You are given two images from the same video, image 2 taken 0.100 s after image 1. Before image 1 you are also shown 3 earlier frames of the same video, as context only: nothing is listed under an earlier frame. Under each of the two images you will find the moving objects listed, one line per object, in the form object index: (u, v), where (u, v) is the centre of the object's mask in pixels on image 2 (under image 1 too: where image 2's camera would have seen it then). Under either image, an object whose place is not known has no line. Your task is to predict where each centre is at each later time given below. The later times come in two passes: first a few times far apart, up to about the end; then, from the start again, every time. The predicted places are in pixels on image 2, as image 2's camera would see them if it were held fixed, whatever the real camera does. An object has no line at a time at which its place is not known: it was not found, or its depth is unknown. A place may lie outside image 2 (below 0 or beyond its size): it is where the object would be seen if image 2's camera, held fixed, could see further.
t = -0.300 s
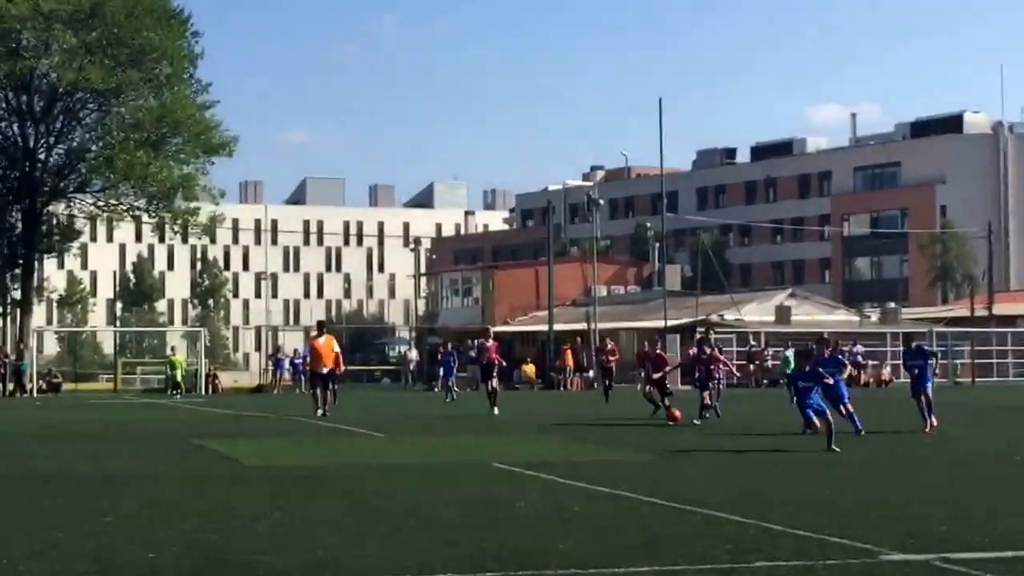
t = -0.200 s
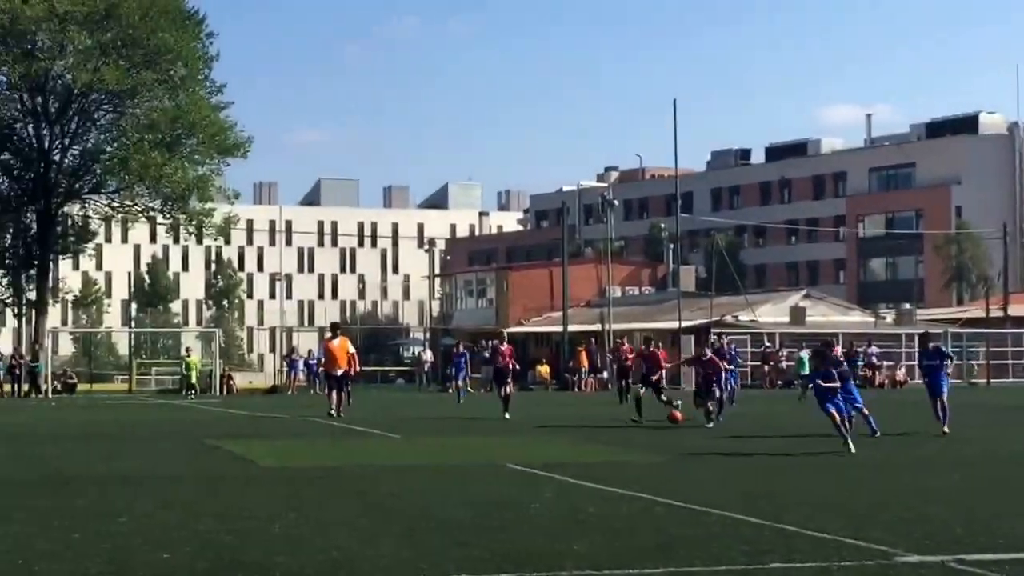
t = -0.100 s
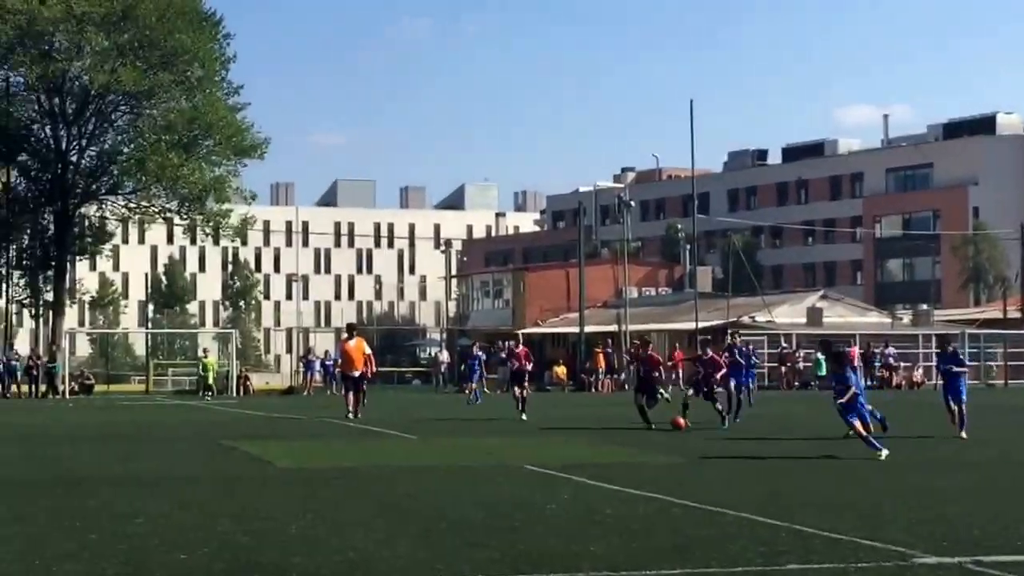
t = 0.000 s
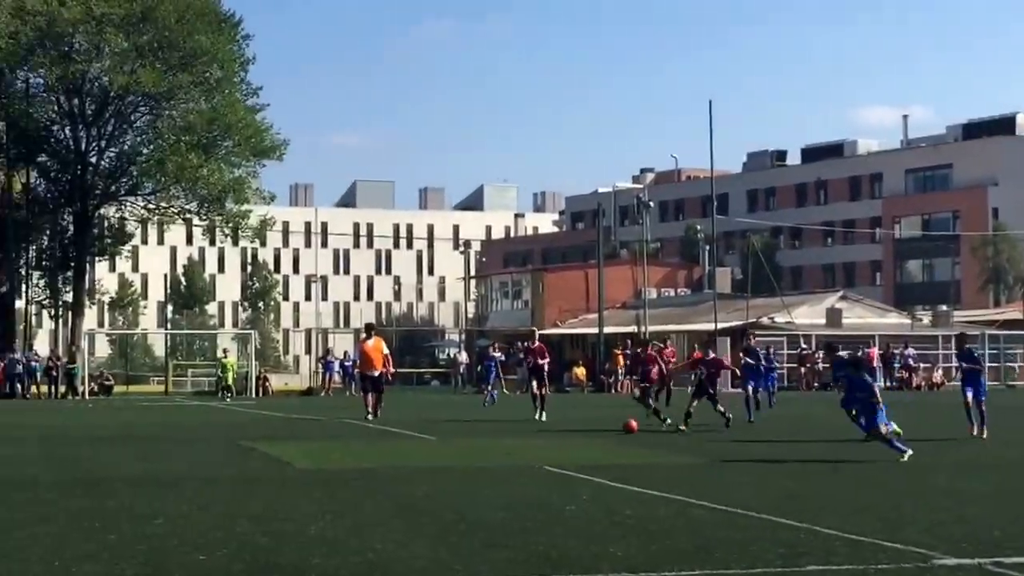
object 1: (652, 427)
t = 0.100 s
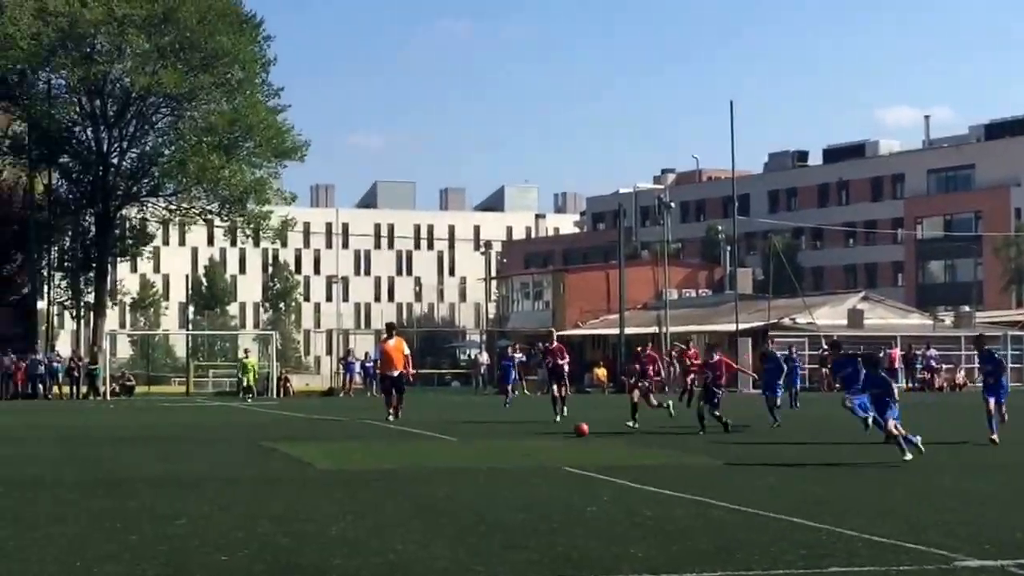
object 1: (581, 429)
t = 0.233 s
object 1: (491, 431)
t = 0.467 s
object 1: (340, 437)
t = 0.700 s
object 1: (204, 441)
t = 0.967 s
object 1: (66, 445)
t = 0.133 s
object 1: (558, 430)
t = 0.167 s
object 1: (536, 430)
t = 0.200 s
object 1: (513, 431)
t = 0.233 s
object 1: (491, 431)
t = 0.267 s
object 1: (469, 432)
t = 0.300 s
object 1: (447, 432)
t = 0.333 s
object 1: (425, 433)
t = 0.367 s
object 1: (404, 434)
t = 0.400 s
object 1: (383, 435)
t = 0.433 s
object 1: (361, 436)
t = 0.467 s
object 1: (340, 437)
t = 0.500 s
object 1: (320, 437)
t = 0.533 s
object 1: (300, 438)
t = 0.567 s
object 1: (281, 437)
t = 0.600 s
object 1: (262, 437)
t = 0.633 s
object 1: (243, 438)
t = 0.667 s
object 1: (224, 439)
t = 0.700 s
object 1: (204, 441)
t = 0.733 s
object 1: (187, 441)
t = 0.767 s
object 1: (170, 441)
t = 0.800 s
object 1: (151, 442)
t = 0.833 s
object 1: (134, 443)
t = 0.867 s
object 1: (118, 443)
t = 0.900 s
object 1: (100, 443)
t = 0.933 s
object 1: (83, 443)
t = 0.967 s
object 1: (66, 445)
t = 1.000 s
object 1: (49, 445)
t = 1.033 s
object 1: (31, 445)
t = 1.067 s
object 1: (14, 446)
